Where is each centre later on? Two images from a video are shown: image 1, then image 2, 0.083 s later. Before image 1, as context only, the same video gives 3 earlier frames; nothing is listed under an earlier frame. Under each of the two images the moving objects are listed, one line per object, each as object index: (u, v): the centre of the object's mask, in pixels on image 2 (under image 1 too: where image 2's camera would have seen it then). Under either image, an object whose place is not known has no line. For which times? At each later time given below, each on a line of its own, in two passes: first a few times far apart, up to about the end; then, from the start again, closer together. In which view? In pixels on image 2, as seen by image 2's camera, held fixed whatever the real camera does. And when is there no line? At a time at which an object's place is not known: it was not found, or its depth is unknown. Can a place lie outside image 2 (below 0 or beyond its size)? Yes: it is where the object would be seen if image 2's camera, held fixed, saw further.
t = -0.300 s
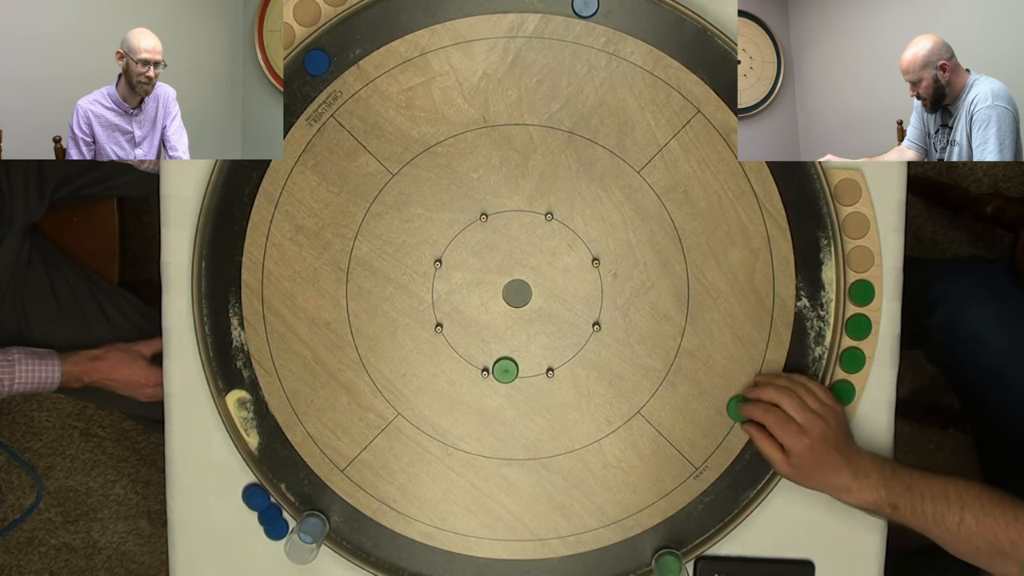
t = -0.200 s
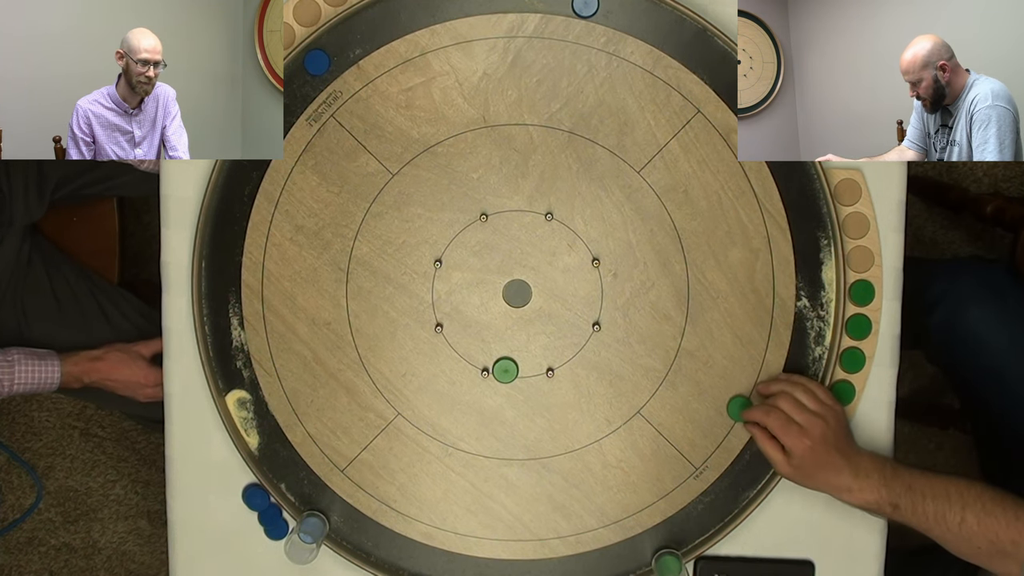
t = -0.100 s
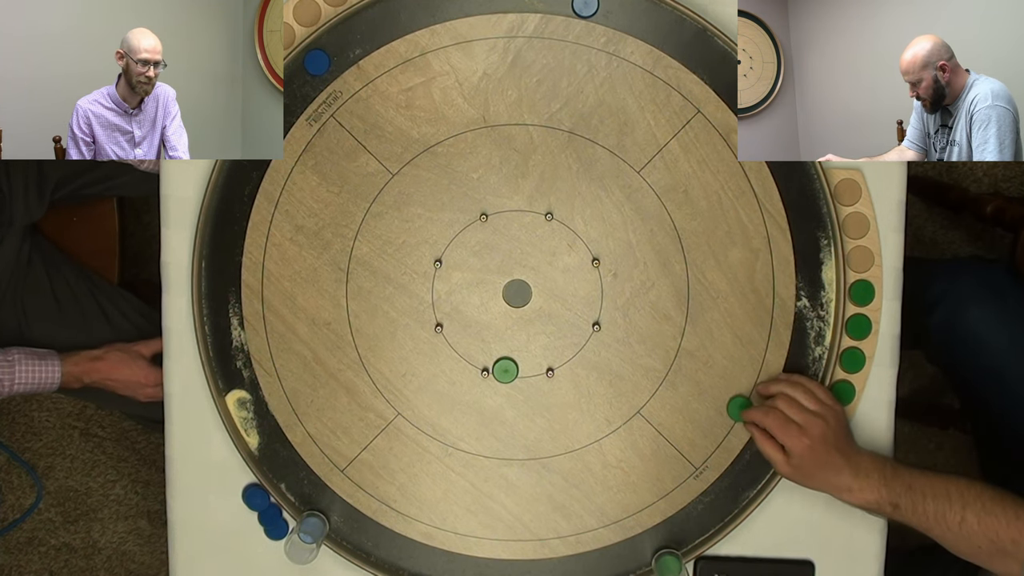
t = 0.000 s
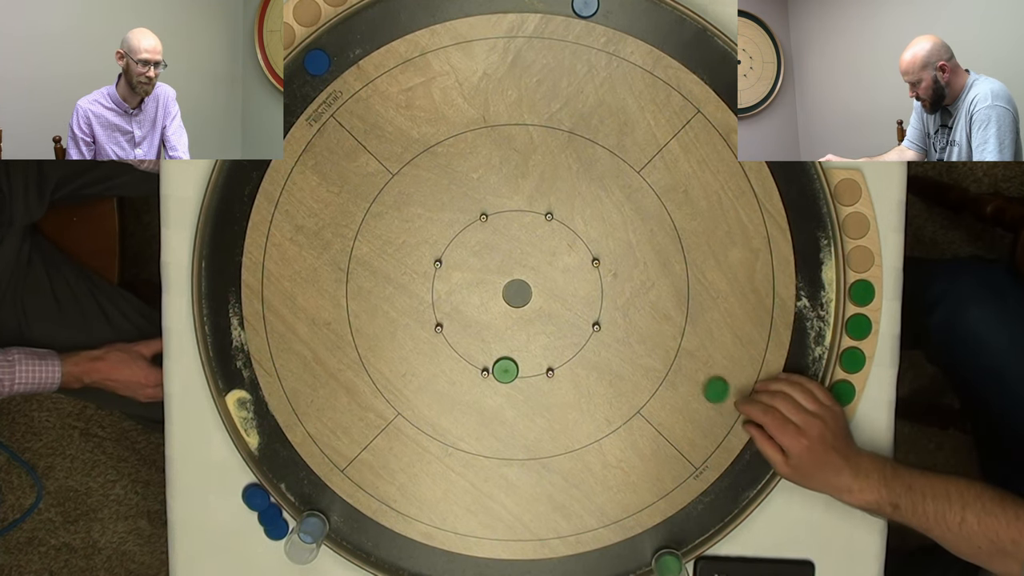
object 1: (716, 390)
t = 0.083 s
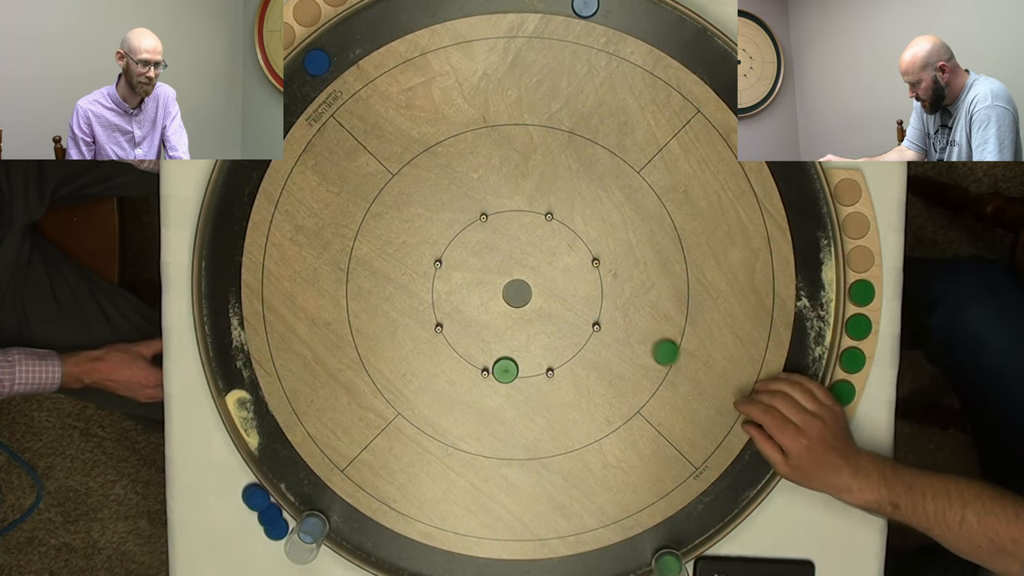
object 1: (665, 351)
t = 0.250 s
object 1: (573, 283)
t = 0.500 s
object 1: (516, 235)
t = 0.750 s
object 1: (543, 247)
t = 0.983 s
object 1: (543, 247)
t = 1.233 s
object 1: (543, 247)
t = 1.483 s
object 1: (543, 247)
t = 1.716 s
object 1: (543, 247)
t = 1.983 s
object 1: (543, 247)
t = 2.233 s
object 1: (543, 247)
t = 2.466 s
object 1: (543, 247)
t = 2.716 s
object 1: (543, 247)
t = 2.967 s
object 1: (543, 247)
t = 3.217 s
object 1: (543, 247)
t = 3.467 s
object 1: (543, 247)
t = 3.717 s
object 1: (543, 247)
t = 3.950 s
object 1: (543, 247)
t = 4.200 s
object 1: (543, 247)
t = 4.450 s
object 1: (543, 247)
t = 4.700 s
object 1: (543, 247)
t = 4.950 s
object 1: (543, 247)
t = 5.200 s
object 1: (543, 247)
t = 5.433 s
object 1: (543, 247)
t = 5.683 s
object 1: (543, 247)
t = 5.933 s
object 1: (543, 247)
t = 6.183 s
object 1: (543, 248)
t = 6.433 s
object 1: (543, 247)
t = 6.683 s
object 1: (543, 247)
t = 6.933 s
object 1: (543, 247)
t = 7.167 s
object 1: (543, 247)
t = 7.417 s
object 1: (543, 247)
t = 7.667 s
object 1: (543, 247)
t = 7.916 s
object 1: (543, 247)
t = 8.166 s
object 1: (543, 247)
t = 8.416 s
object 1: (543, 247)
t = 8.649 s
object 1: (543, 247)
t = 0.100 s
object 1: (656, 344)
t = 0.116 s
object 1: (645, 337)
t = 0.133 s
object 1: (635, 329)
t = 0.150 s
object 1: (626, 322)
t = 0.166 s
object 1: (616, 315)
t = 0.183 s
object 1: (607, 308)
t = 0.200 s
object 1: (598, 302)
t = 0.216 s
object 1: (589, 295)
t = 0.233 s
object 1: (581, 289)
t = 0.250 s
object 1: (573, 283)
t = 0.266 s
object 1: (565, 277)
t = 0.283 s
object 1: (558, 271)
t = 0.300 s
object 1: (551, 266)
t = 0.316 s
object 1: (544, 261)
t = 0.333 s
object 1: (537, 256)
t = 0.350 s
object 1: (530, 251)
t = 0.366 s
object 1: (524, 246)
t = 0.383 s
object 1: (518, 242)
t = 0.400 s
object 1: (511, 237)
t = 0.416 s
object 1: (505, 233)
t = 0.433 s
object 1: (499, 228)
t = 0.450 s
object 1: (501, 228)
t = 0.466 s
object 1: (506, 231)
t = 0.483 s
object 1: (512, 233)
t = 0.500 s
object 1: (516, 235)
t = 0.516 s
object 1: (521, 237)
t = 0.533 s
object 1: (525, 239)
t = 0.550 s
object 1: (528, 241)
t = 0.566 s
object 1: (531, 242)
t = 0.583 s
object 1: (534, 243)
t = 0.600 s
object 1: (537, 244)
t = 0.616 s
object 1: (539, 245)
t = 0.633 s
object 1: (540, 246)
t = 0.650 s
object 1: (542, 247)
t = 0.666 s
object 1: (542, 247)
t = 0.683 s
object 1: (543, 247)
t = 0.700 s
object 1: (543, 247)
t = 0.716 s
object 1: (543, 247)
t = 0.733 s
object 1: (543, 247)
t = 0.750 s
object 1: (543, 247)
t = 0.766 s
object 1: (543, 247)
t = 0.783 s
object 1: (543, 247)
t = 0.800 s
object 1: (543, 247)
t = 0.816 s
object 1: (543, 247)
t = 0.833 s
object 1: (543, 247)
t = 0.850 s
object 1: (543, 247)
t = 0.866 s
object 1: (543, 247)
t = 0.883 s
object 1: (543, 247)
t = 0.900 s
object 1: (543, 247)
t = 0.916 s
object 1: (543, 247)
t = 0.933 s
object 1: (543, 247)
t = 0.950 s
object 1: (543, 247)
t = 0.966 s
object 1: (543, 247)
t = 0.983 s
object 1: (543, 247)
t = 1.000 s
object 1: (543, 247)
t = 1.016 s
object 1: (543, 247)
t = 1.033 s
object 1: (543, 247)
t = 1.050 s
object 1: (543, 247)
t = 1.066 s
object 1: (543, 247)
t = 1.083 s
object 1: (543, 248)
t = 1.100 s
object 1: (543, 247)
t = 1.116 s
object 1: (543, 247)
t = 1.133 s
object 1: (543, 247)
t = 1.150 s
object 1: (543, 247)
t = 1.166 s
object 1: (543, 247)
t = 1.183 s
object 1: (543, 247)
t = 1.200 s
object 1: (543, 247)
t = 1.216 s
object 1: (543, 247)
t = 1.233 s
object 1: (543, 247)
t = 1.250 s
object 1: (543, 247)
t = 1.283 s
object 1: (543, 247)
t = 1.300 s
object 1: (543, 247)
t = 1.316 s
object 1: (543, 247)
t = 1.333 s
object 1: (543, 247)
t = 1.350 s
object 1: (543, 247)
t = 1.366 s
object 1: (543, 247)
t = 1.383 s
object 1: (543, 247)
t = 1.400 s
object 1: (543, 247)
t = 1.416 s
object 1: (543, 247)
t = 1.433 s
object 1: (543, 247)
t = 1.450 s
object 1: (543, 247)
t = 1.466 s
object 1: (543, 247)
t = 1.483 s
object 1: (543, 247)
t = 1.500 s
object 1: (543, 247)
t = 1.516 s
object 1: (543, 247)
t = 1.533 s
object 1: (543, 247)
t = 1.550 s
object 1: (543, 247)
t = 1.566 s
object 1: (543, 247)
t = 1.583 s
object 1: (543, 247)
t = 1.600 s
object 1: (543, 247)
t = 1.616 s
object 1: (543, 247)
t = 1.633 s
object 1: (543, 247)
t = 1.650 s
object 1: (543, 247)
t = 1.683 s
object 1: (543, 247)
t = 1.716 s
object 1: (543, 247)
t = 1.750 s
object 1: (543, 247)
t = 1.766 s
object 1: (543, 247)
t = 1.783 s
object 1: (543, 247)
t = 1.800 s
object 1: (543, 247)
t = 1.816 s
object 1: (543, 247)
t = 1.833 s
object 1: (543, 247)
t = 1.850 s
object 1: (543, 247)
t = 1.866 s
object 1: (543, 247)
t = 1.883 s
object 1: (543, 247)
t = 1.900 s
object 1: (543, 247)
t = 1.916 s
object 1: (543, 247)
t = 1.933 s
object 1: (543, 247)
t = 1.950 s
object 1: (543, 247)
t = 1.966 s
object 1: (543, 247)
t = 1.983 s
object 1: (543, 247)
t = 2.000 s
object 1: (543, 247)
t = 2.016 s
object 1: (543, 247)
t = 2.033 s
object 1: (543, 247)
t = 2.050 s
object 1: (543, 247)
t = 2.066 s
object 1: (543, 247)
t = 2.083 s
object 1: (543, 247)
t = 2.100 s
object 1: (543, 247)
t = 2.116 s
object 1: (543, 247)
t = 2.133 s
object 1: (543, 247)
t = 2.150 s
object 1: (543, 247)
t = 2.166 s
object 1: (543, 247)
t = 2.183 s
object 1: (543, 247)
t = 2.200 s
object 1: (543, 247)
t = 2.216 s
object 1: (543, 247)
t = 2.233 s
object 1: (543, 247)
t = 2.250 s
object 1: (543, 247)
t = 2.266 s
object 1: (543, 247)
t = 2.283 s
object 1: (543, 247)
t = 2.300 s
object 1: (543, 247)
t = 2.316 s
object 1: (543, 247)
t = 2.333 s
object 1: (543, 247)
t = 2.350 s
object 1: (543, 247)
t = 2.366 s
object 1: (543, 247)
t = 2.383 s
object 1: (543, 247)
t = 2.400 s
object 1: (543, 247)
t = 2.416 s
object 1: (543, 247)
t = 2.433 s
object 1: (543, 247)
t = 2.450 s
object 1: (543, 247)
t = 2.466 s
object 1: (543, 247)
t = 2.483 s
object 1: (543, 247)
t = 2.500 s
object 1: (543, 247)
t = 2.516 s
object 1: (543, 247)
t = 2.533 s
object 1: (543, 247)
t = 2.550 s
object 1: (543, 247)
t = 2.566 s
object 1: (543, 247)
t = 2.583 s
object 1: (543, 247)
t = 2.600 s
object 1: (543, 247)
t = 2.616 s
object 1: (543, 247)
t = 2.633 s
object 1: (543, 247)
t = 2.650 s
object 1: (543, 247)
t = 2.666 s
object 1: (543, 247)
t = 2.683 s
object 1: (543, 247)
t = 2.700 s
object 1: (543, 247)
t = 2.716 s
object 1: (543, 247)
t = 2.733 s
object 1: (543, 247)
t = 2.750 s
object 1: (543, 247)
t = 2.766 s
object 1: (543, 247)
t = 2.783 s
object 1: (543, 247)
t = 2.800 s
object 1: (543, 247)
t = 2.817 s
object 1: (543, 247)
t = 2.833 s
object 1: (543, 247)
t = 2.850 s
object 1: (543, 247)
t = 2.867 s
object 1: (543, 247)
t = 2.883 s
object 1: (543, 247)
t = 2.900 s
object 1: (543, 247)
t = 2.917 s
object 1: (543, 247)
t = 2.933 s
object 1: (543, 247)
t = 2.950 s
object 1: (543, 247)
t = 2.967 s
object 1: (543, 247)
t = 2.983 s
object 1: (543, 247)
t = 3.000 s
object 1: (543, 247)
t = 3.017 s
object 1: (543, 247)
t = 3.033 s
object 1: (543, 247)
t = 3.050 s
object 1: (543, 247)
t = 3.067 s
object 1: (543, 247)
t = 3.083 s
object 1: (543, 247)
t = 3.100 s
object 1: (543, 247)
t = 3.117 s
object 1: (543, 247)
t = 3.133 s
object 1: (543, 247)
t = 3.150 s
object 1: (543, 247)
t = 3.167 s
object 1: (543, 247)
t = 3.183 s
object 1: (543, 247)
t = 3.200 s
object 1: (543, 247)
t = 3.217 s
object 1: (543, 247)
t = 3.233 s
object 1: (543, 247)
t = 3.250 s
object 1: (543, 247)
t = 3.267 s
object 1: (543, 247)
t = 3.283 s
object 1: (543, 247)
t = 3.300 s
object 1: (543, 247)
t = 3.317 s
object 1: (543, 247)
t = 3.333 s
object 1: (543, 247)
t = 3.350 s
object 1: (543, 247)
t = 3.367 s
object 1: (543, 247)
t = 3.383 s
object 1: (543, 247)
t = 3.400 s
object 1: (543, 247)
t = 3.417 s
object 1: (543, 247)
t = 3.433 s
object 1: (543, 247)
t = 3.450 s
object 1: (543, 247)
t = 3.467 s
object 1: (543, 247)
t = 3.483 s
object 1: (543, 247)
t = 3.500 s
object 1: (543, 247)
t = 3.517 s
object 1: (543, 247)
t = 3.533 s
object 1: (543, 247)
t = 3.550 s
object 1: (543, 247)
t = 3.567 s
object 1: (543, 247)
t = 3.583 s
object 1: (543, 247)
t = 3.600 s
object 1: (543, 247)
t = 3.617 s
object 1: (543, 247)
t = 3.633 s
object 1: (543, 247)
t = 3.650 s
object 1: (543, 247)
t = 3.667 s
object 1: (543, 247)
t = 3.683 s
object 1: (543, 247)
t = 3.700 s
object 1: (543, 247)
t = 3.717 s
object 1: (543, 247)
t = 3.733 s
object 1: (543, 247)
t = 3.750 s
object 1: (543, 247)
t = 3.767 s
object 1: (543, 247)
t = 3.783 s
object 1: (543, 247)
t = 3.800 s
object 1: (543, 247)
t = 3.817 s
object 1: (543, 247)
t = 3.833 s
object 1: (543, 247)
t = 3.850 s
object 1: (543, 247)
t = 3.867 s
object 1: (543, 247)
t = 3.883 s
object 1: (543, 247)
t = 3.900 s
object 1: (543, 247)
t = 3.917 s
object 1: (543, 247)
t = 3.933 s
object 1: (543, 247)
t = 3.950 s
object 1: (543, 247)
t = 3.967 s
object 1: (543, 247)
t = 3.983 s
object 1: (543, 247)
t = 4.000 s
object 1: (543, 247)
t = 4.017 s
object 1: (543, 247)
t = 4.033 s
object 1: (543, 247)
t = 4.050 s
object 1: (543, 247)
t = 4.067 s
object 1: (543, 247)
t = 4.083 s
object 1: (543, 247)
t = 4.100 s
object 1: (543, 247)
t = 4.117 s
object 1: (543, 247)
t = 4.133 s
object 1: (543, 247)
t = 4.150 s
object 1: (543, 247)
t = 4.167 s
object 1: (543, 247)
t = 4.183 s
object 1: (543, 247)
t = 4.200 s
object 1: (543, 247)
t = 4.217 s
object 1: (543, 247)
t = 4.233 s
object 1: (543, 247)
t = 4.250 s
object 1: (543, 247)
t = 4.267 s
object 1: (543, 247)
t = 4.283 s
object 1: (543, 247)
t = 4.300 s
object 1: (543, 247)
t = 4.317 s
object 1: (543, 247)
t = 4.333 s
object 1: (543, 247)
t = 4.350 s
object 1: (543, 247)
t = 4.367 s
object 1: (543, 247)
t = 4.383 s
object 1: (543, 247)
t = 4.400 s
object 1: (543, 247)
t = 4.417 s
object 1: (543, 247)
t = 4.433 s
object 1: (543, 247)
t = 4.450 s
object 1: (543, 247)
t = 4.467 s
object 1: (543, 247)
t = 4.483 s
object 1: (543, 247)
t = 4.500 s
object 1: (543, 247)
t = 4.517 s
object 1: (543, 247)
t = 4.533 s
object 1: (543, 247)
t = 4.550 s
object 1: (543, 247)
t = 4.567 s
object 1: (543, 247)
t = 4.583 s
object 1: (543, 247)
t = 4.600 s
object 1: (543, 247)
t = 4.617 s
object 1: (543, 247)
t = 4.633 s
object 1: (543, 247)
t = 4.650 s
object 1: (543, 247)
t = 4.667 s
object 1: (543, 247)
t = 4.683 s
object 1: (543, 247)
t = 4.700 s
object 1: (543, 247)
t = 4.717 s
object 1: (543, 247)
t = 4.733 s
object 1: (543, 247)
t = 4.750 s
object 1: (543, 247)
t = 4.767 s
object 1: (543, 247)
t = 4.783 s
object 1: (543, 247)
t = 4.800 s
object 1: (543, 247)
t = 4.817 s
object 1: (543, 247)
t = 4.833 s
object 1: (543, 247)
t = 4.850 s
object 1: (543, 247)
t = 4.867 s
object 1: (543, 247)
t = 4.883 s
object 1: (543, 247)
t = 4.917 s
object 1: (543, 247)
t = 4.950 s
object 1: (543, 247)
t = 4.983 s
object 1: (543, 247)
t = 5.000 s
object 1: (543, 247)
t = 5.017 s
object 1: (543, 247)
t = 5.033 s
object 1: (543, 247)
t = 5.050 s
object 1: (543, 247)
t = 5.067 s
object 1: (543, 247)
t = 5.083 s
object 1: (543, 247)
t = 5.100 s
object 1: (543, 247)
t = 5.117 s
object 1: (543, 247)
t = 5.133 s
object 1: (543, 247)
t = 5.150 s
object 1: (543, 247)
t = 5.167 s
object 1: (543, 247)
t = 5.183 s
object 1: (543, 247)
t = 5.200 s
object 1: (543, 247)
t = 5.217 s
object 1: (543, 247)
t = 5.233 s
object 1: (543, 247)
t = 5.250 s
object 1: (543, 247)
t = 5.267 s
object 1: (543, 247)
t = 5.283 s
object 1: (543, 247)
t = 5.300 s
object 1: (543, 247)
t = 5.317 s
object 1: (543, 247)
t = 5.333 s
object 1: (543, 247)
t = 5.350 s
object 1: (543, 247)
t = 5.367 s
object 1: (543, 247)
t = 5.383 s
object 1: (543, 247)
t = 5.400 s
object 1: (543, 247)
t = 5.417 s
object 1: (543, 247)
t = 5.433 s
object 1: (543, 247)
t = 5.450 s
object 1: (543, 247)
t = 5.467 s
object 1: (543, 247)
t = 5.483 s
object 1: (543, 247)
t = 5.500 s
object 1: (543, 247)
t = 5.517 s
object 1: (543, 247)
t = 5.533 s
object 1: (543, 247)
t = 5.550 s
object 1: (543, 247)
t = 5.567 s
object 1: (543, 247)
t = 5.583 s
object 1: (543, 247)
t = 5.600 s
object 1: (543, 247)
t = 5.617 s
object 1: (543, 247)
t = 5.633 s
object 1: (543, 247)
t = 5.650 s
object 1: (543, 247)
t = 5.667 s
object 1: (543, 247)
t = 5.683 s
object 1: (543, 247)
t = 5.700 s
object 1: (543, 247)
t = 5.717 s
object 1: (543, 247)
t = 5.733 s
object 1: (543, 247)
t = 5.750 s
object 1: (543, 247)
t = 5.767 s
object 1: (543, 247)
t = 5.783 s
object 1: (543, 247)
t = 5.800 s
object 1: (543, 247)
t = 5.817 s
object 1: (543, 247)
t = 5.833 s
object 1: (543, 247)
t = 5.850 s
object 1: (543, 247)
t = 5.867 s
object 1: (543, 247)
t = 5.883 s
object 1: (543, 247)
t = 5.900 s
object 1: (543, 247)
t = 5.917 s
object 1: (543, 247)
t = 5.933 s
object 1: (543, 247)
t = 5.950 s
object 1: (543, 247)
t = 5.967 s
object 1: (543, 247)
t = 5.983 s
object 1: (543, 247)
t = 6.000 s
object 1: (543, 247)
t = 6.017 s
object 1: (543, 247)
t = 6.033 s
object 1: (543, 247)
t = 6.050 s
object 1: (543, 248)
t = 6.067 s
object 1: (543, 248)
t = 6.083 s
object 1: (543, 247)
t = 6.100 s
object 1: (543, 247)
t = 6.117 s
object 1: (543, 247)
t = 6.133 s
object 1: (543, 247)
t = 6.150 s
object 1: (543, 248)
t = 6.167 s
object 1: (543, 248)
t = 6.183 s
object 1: (543, 248)
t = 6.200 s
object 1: (543, 248)
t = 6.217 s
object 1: (543, 248)
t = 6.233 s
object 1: (543, 247)
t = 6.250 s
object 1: (543, 248)
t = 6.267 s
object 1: (543, 247)
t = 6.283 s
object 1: (543, 247)
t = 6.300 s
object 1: (543, 247)
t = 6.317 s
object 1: (543, 248)
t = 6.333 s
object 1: (543, 247)
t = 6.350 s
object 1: (543, 248)
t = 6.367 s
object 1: (543, 247)
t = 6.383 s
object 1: (543, 248)
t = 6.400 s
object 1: (543, 248)
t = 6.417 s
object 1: (543, 248)
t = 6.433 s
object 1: (543, 247)
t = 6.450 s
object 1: (543, 247)
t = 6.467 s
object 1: (543, 247)
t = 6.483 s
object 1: (543, 248)
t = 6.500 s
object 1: (543, 247)
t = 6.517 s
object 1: (543, 248)
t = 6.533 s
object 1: (543, 248)
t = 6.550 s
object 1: (543, 248)
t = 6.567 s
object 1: (543, 247)
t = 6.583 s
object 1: (543, 247)
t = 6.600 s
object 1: (543, 248)
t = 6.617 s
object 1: (543, 247)
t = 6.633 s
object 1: (543, 248)
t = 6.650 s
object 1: (543, 248)
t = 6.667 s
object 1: (543, 247)
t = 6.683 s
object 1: (543, 247)
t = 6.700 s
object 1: (543, 247)
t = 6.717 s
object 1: (543, 247)
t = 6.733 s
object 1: (543, 247)
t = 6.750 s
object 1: (543, 247)
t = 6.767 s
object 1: (543, 247)
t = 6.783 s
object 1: (543, 247)
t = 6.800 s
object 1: (543, 247)
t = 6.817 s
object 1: (543, 247)
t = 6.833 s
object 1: (543, 247)
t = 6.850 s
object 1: (543, 247)
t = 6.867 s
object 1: (543, 247)
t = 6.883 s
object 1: (543, 247)
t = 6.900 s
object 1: (543, 247)
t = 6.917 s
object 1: (543, 247)
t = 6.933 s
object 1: (543, 247)
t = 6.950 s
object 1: (543, 247)
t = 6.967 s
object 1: (543, 247)
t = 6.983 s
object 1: (543, 247)
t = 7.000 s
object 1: (543, 247)
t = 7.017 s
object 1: (543, 247)
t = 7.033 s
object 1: (543, 247)
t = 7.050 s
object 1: (543, 247)
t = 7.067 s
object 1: (543, 247)
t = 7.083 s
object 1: (543, 247)
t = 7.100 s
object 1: (543, 247)
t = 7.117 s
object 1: (543, 247)
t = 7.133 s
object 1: (543, 247)
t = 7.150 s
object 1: (543, 247)
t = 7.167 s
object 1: (543, 247)
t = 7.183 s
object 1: (543, 247)
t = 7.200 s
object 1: (543, 247)
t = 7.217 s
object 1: (543, 247)
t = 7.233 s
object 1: (543, 247)
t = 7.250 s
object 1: (543, 247)
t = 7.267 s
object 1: (543, 247)
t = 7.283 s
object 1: (543, 247)
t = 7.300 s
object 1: (543, 247)
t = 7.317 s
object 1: (543, 247)
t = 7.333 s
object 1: (543, 247)
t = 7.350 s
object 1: (543, 247)
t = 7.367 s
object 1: (543, 247)
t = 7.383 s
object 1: (543, 247)
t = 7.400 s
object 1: (543, 247)
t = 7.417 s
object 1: (543, 247)
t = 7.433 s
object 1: (543, 247)
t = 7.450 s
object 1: (543, 247)
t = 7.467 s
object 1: (543, 247)
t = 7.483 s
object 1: (543, 247)
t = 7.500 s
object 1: (543, 247)
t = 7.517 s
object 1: (543, 247)
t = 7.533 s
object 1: (543, 247)
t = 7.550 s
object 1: (543, 247)
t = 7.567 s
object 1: (543, 247)
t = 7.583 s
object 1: (543, 247)
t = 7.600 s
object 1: (543, 248)
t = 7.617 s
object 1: (543, 247)
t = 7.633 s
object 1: (543, 247)
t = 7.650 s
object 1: (543, 247)
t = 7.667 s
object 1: (543, 247)
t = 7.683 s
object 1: (543, 247)
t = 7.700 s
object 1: (543, 247)
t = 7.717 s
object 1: (543, 247)
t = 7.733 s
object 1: (543, 247)
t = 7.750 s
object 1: (543, 247)
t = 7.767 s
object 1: (543, 247)
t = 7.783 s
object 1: (543, 247)
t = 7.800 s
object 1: (543, 247)
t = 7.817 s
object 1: (543, 247)
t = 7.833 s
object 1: (543, 248)
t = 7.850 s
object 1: (543, 247)
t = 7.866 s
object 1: (543, 247)
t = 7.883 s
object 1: (543, 247)
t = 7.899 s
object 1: (543, 247)
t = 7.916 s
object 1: (543, 247)
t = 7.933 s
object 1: (543, 247)
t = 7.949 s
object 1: (543, 247)
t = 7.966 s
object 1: (543, 247)
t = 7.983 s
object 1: (543, 247)
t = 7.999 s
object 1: (543, 247)
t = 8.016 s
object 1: (543, 247)
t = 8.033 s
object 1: (543, 247)
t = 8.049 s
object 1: (543, 247)
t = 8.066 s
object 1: (543, 247)
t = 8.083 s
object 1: (543, 247)
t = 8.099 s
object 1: (543, 247)
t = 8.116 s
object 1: (543, 247)
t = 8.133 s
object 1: (543, 247)
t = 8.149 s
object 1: (543, 247)
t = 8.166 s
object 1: (543, 247)
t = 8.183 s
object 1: (543, 247)
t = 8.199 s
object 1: (543, 247)
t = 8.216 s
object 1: (543, 247)
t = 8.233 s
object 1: (543, 247)
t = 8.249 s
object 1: (543, 247)
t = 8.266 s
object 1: (543, 247)
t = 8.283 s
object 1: (543, 247)
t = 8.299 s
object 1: (543, 247)
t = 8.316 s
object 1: (543, 247)
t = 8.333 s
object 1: (543, 247)
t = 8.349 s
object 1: (543, 247)
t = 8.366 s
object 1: (543, 247)
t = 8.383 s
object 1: (543, 247)
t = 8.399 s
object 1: (543, 247)
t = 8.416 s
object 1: (543, 247)
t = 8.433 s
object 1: (543, 247)
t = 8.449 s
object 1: (543, 247)
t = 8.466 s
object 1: (543, 247)
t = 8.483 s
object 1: (543, 247)
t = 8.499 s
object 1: (543, 247)
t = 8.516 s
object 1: (543, 247)
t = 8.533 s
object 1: (543, 247)
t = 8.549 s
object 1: (543, 247)
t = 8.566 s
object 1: (543, 247)
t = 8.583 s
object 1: (543, 247)
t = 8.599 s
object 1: (543, 247)
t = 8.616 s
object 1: (543, 247)
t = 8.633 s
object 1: (543, 247)
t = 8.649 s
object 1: (543, 247)
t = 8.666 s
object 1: (543, 247)
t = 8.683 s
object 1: (543, 247)
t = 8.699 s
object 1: (543, 247)
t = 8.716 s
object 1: (543, 247)
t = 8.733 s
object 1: (543, 247)
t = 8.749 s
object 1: (543, 247)
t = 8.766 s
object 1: (543, 247)
